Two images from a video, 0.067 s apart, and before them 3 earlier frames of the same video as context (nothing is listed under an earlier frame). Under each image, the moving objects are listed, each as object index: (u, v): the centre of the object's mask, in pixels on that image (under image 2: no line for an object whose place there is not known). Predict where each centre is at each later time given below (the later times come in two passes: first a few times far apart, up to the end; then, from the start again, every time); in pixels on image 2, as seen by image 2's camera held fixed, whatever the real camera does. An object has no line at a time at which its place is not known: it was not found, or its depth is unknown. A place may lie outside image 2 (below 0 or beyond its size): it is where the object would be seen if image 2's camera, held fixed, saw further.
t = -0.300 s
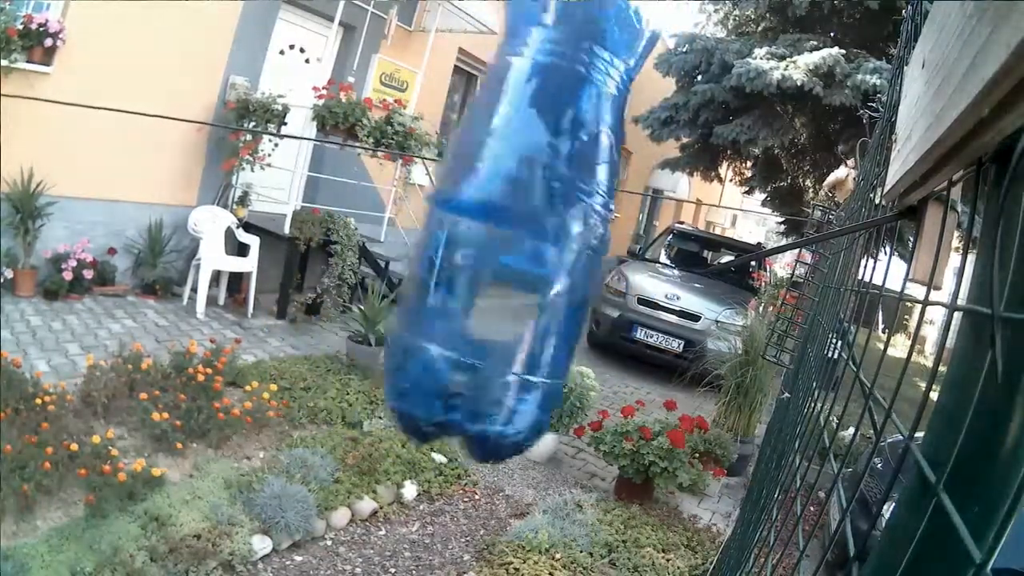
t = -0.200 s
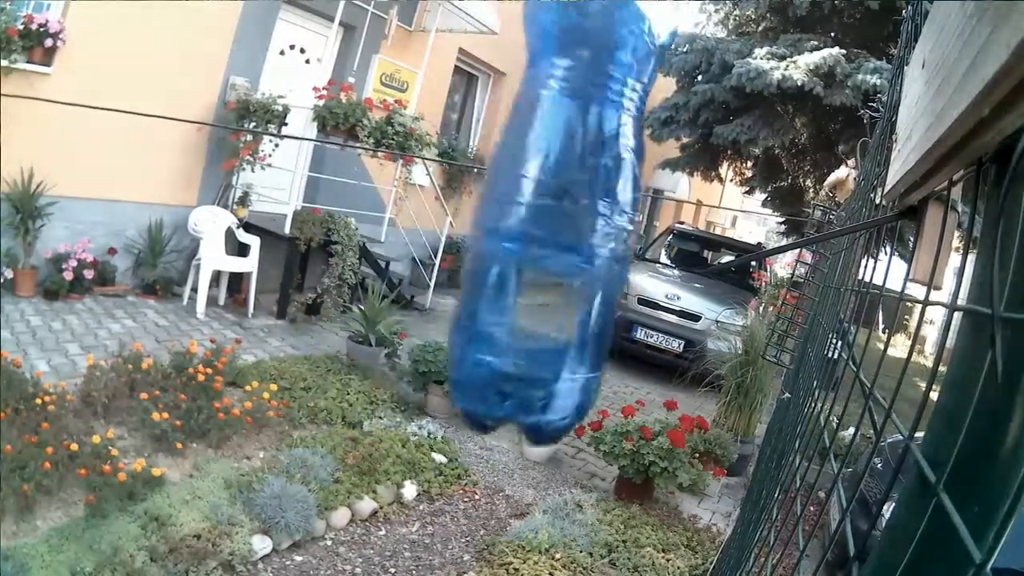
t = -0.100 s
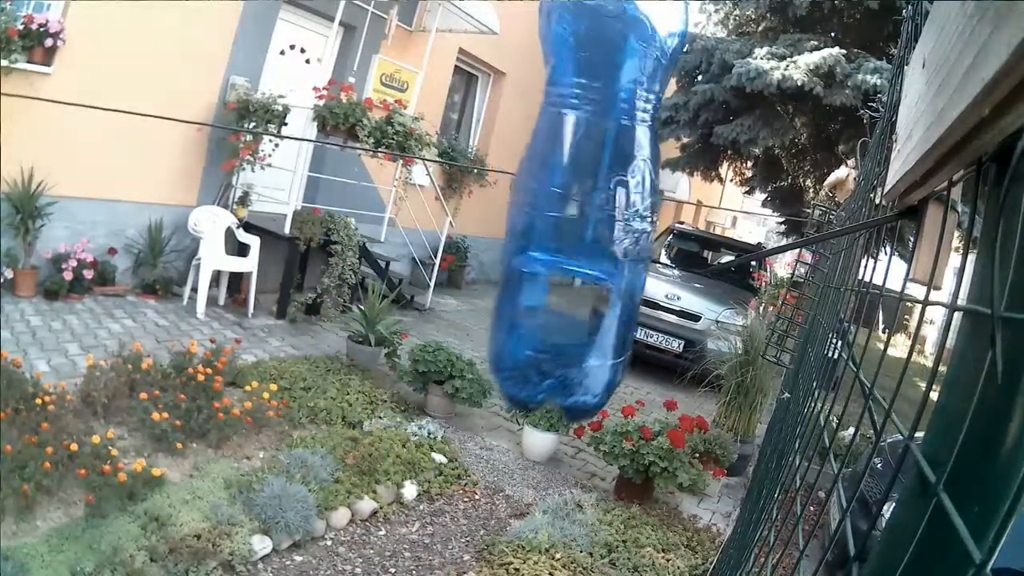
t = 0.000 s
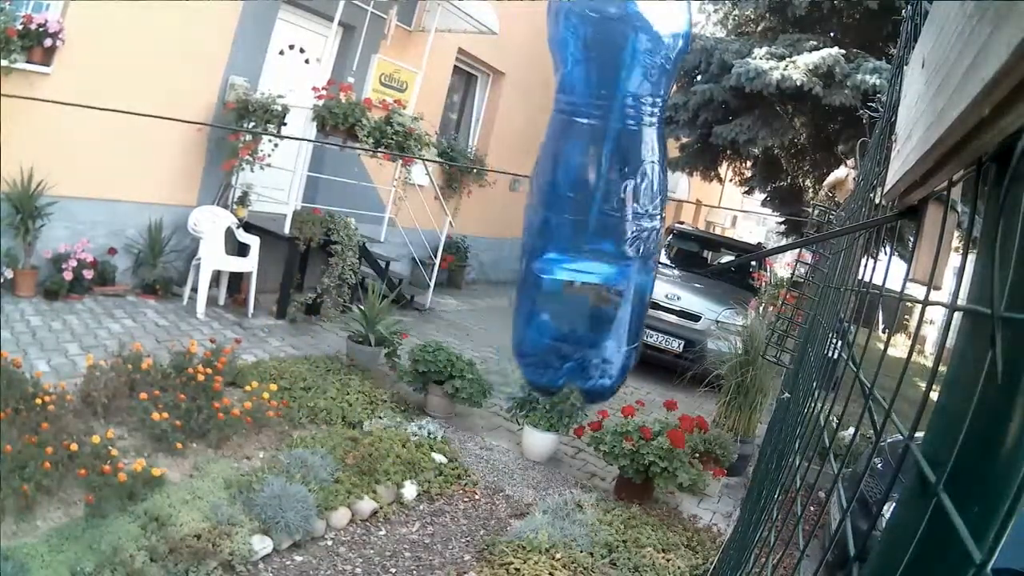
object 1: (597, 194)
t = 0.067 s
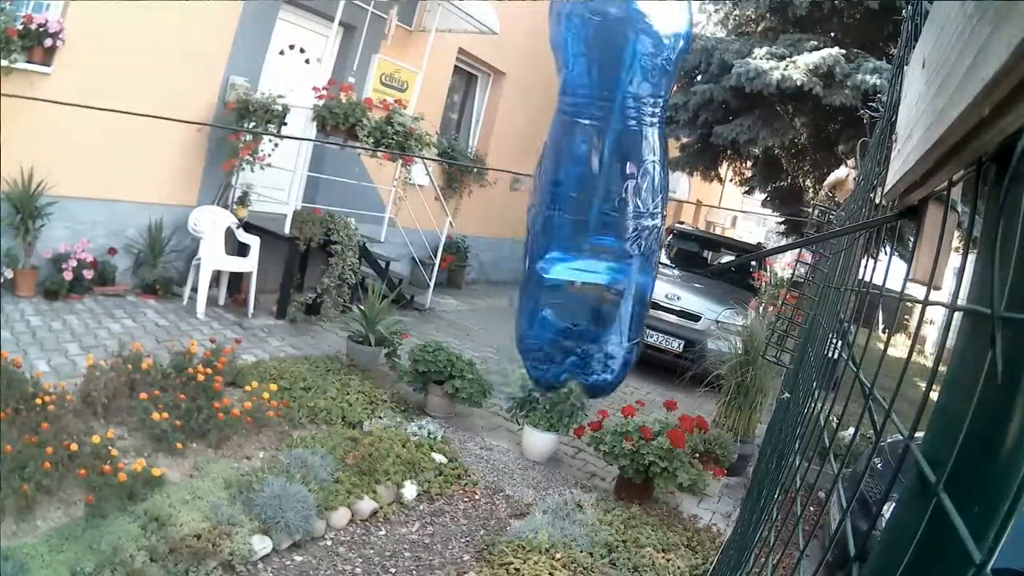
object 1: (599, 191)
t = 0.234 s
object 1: (581, 200)
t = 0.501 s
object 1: (494, 228)
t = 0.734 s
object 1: (466, 229)
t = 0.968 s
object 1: (541, 225)
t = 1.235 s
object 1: (595, 194)
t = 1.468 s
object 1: (573, 205)
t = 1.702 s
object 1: (498, 229)
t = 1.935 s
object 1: (470, 230)
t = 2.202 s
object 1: (551, 217)
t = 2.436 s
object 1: (591, 195)
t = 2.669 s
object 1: (572, 205)
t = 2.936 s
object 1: (492, 229)
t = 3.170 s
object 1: (473, 225)
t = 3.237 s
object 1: (489, 225)
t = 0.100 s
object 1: (599, 191)
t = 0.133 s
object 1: (596, 192)
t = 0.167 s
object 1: (593, 194)
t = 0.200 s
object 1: (588, 196)
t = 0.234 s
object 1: (581, 200)
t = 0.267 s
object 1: (575, 203)
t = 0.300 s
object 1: (566, 207)
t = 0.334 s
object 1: (554, 215)
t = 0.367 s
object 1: (541, 220)
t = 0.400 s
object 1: (531, 222)
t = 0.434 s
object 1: (519, 225)
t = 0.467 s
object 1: (507, 227)
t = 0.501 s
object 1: (494, 228)
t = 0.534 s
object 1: (483, 229)
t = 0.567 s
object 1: (475, 229)
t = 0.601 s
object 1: (467, 229)
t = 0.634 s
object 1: (462, 229)
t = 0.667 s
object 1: (461, 228)
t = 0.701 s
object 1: (461, 228)
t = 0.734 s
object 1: (466, 229)
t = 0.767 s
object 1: (472, 229)
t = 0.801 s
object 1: (482, 230)
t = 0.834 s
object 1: (493, 231)
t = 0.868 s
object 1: (505, 230)
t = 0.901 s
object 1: (517, 229)
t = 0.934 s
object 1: (530, 226)
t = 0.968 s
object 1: (541, 225)
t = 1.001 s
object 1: (554, 218)
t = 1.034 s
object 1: (563, 213)
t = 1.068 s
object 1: (572, 209)
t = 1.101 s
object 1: (579, 205)
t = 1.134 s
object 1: (585, 202)
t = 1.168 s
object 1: (590, 198)
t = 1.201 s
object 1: (593, 196)
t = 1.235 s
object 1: (595, 194)
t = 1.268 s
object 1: (595, 194)
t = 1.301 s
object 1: (595, 194)
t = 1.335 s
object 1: (593, 195)
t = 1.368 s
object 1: (590, 196)
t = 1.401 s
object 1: (586, 198)
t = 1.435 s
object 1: (580, 202)
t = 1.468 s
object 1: (573, 205)
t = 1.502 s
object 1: (565, 210)
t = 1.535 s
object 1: (556, 213)
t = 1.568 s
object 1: (545, 218)
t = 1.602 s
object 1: (532, 224)
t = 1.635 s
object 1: (522, 226)
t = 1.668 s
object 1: (511, 228)
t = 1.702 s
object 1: (498, 229)
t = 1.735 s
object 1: (489, 230)
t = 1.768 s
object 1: (480, 230)
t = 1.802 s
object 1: (474, 229)
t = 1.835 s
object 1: (468, 229)
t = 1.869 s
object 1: (467, 228)
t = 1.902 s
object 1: (467, 229)
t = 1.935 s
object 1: (470, 230)
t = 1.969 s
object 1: (476, 230)
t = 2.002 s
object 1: (485, 230)
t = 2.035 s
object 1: (495, 230)
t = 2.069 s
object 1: (507, 228)
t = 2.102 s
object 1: (517, 228)
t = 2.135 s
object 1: (529, 225)
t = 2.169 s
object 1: (538, 223)
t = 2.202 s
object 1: (551, 217)
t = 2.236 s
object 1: (560, 212)
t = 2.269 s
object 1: (568, 209)
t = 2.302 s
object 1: (575, 206)
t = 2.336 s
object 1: (580, 202)
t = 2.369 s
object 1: (585, 199)
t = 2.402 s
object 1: (588, 197)
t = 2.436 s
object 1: (591, 195)
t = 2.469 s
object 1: (591, 195)
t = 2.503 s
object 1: (591, 195)
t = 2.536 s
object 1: (589, 196)
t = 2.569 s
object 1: (586, 197)
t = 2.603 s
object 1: (583, 199)
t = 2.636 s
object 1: (578, 202)
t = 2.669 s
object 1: (572, 205)
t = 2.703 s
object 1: (564, 209)
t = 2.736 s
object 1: (556, 213)
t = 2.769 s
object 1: (547, 217)
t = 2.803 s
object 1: (534, 224)
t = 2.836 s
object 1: (525, 225)
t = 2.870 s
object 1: (514, 228)
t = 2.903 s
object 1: (503, 229)
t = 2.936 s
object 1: (492, 229)
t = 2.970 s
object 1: (483, 228)
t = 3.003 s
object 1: (475, 227)
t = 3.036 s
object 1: (468, 226)
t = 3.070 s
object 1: (466, 226)
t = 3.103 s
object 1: (465, 225)
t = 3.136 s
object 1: (467, 225)
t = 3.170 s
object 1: (473, 225)
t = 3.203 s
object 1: (480, 225)
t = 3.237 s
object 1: (489, 225)
